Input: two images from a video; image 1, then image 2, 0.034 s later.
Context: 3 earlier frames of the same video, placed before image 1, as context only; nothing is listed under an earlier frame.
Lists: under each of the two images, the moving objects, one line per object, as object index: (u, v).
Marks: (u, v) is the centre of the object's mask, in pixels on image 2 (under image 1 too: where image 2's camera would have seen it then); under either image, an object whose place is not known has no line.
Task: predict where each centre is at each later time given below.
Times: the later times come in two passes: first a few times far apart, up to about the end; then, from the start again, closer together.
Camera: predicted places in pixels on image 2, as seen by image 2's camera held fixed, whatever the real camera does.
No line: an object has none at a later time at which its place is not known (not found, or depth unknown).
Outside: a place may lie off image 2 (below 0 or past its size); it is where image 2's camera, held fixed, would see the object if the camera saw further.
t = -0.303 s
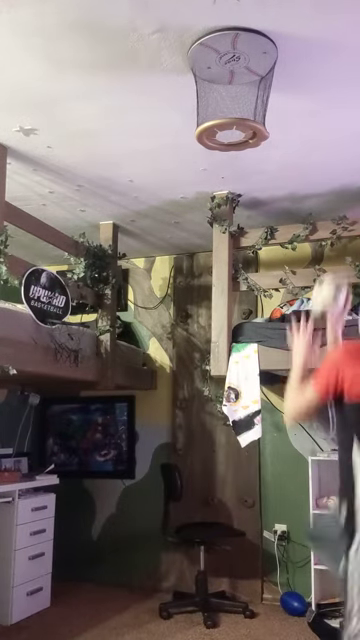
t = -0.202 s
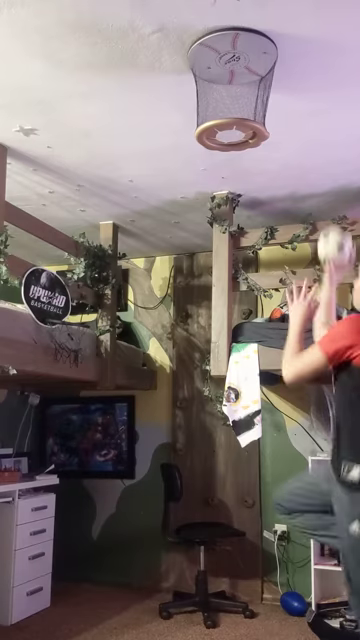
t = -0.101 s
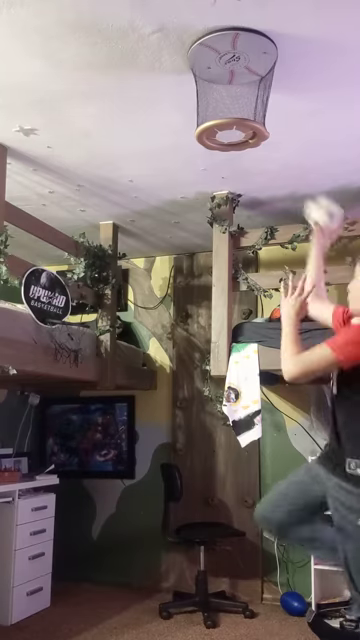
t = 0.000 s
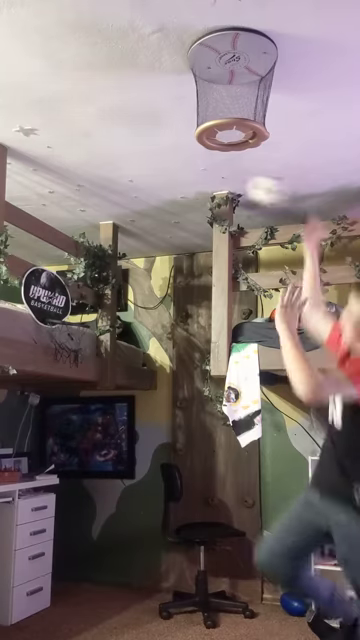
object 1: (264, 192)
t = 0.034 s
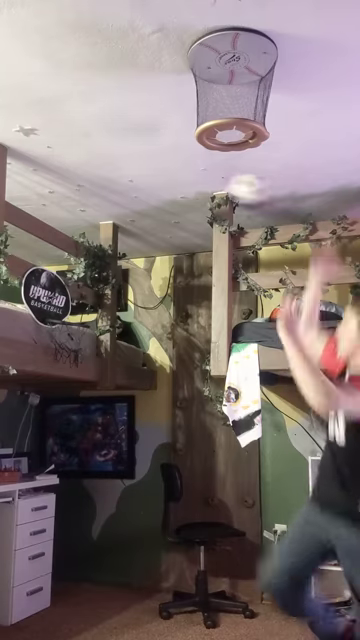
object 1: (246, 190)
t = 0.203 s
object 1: (166, 212)
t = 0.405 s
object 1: (85, 299)
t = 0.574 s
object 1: (80, 336)
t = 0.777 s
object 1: (153, 299)
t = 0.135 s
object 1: (194, 197)
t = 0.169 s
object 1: (180, 204)
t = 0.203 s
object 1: (166, 212)
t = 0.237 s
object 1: (152, 224)
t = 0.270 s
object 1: (137, 237)
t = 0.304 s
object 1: (121, 251)
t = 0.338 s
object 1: (109, 266)
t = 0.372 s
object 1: (96, 284)
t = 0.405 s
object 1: (85, 299)
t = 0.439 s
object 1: (74, 321)
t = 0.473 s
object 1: (67, 336)
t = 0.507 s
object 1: (65, 342)
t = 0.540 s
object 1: (70, 342)
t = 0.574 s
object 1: (80, 336)
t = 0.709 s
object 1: (129, 301)
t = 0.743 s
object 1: (144, 298)
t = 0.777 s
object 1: (153, 299)
